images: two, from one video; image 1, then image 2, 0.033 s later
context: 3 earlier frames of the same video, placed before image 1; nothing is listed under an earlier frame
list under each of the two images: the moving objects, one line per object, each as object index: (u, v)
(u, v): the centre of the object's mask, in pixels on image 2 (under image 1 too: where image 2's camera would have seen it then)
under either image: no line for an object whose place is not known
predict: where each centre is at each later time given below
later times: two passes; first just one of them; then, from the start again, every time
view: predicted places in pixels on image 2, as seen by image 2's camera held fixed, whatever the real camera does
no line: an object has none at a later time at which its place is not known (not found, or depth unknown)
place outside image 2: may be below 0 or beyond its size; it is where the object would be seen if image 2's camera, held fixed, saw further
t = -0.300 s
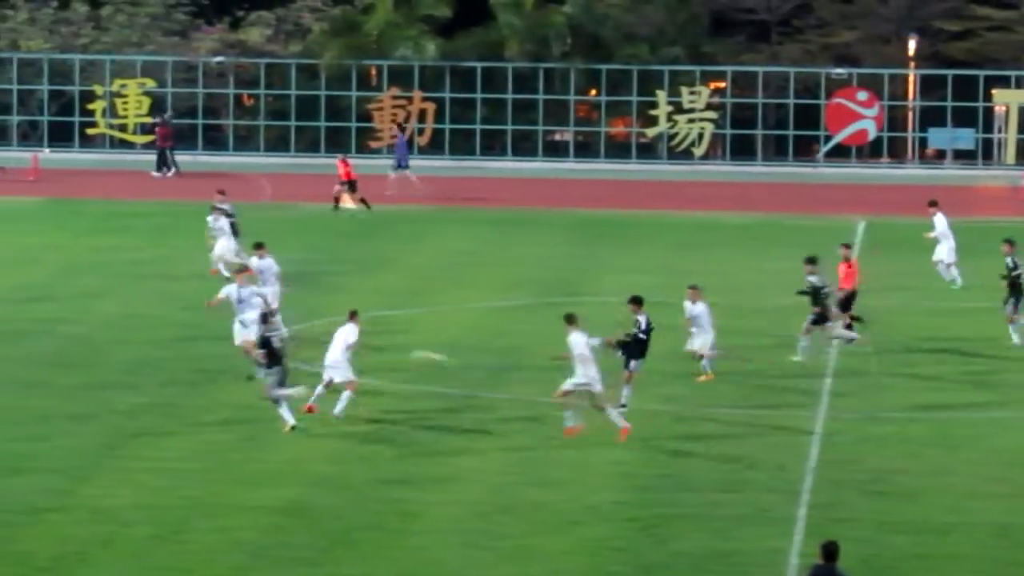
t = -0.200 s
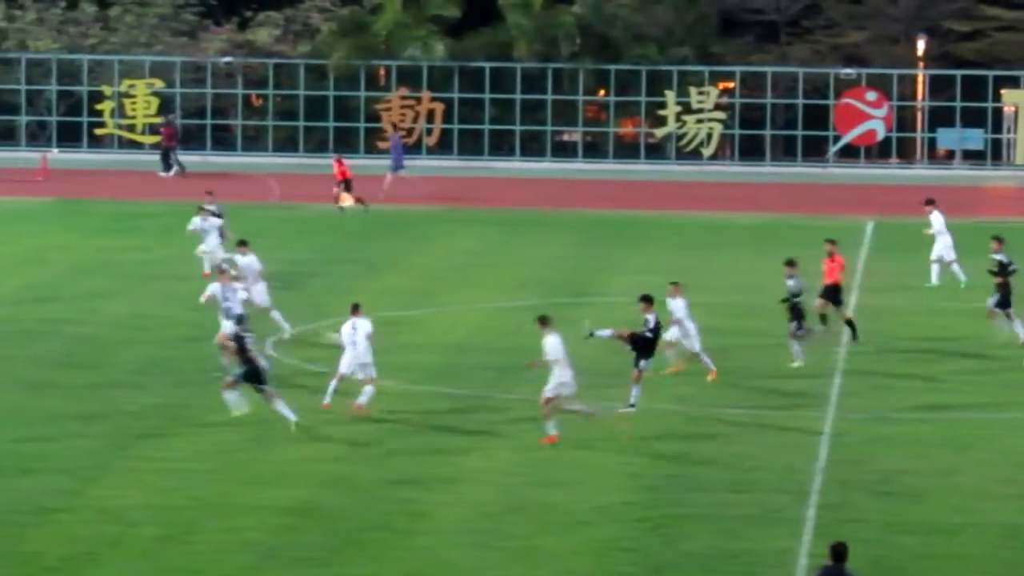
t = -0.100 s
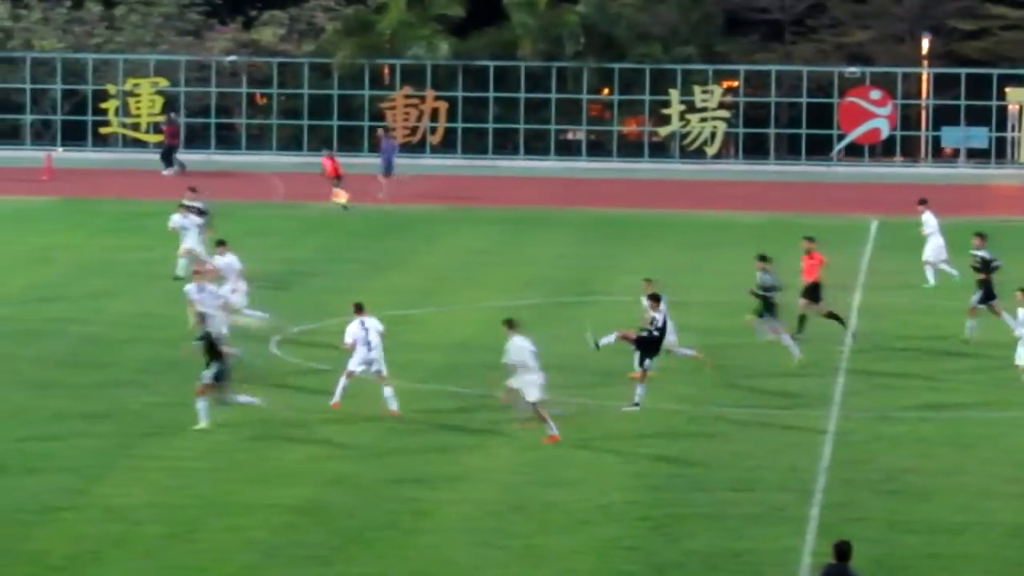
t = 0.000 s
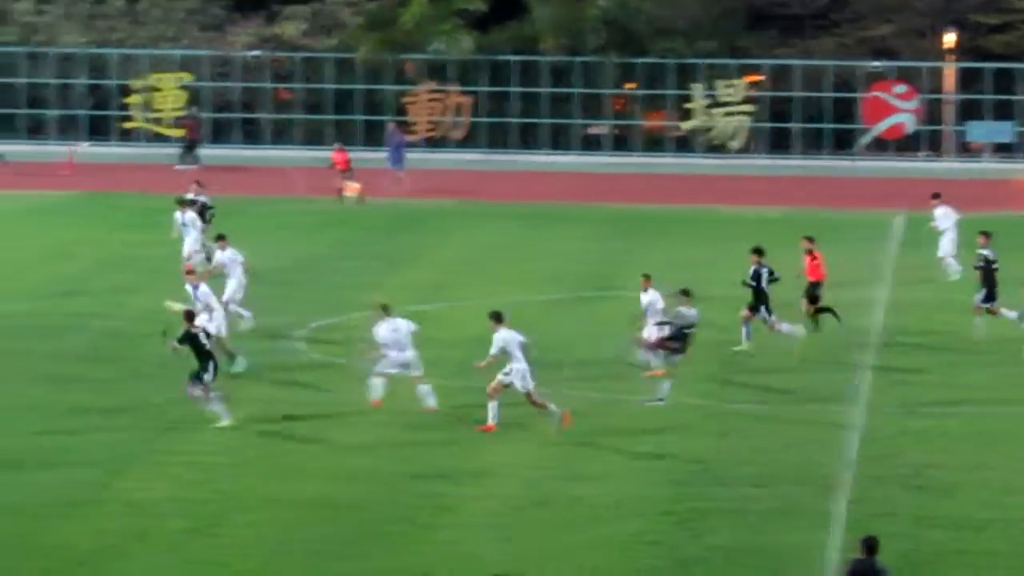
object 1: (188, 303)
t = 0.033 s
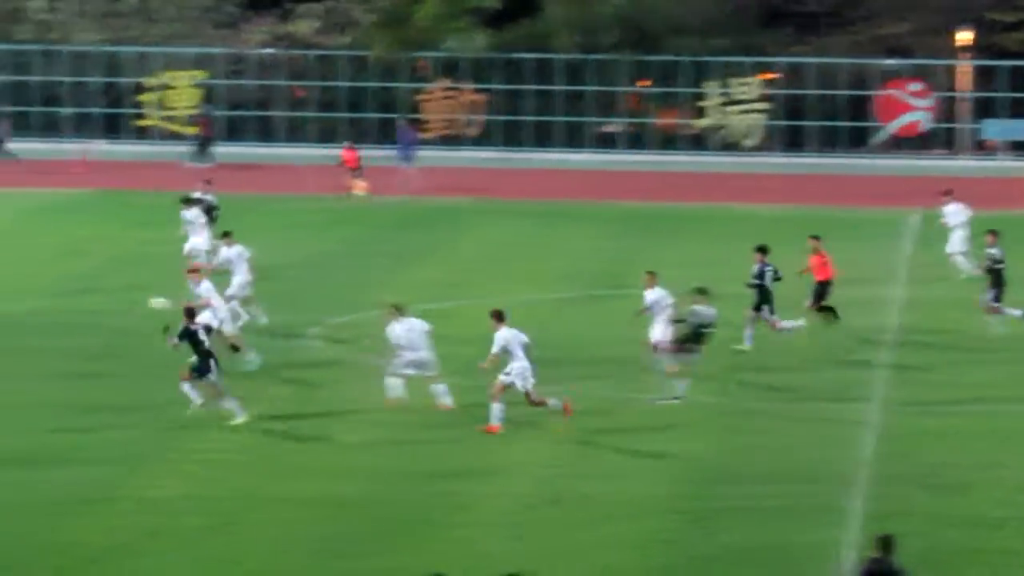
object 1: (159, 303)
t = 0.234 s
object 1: (-25, 308)
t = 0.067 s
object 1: (126, 302)
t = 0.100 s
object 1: (95, 302)
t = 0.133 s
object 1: (64, 303)
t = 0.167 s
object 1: (35, 305)
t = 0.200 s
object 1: (6, 305)
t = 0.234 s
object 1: (-25, 308)
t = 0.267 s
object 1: (-55, 311)
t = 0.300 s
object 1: (-83, 315)
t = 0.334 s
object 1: (-114, 319)
